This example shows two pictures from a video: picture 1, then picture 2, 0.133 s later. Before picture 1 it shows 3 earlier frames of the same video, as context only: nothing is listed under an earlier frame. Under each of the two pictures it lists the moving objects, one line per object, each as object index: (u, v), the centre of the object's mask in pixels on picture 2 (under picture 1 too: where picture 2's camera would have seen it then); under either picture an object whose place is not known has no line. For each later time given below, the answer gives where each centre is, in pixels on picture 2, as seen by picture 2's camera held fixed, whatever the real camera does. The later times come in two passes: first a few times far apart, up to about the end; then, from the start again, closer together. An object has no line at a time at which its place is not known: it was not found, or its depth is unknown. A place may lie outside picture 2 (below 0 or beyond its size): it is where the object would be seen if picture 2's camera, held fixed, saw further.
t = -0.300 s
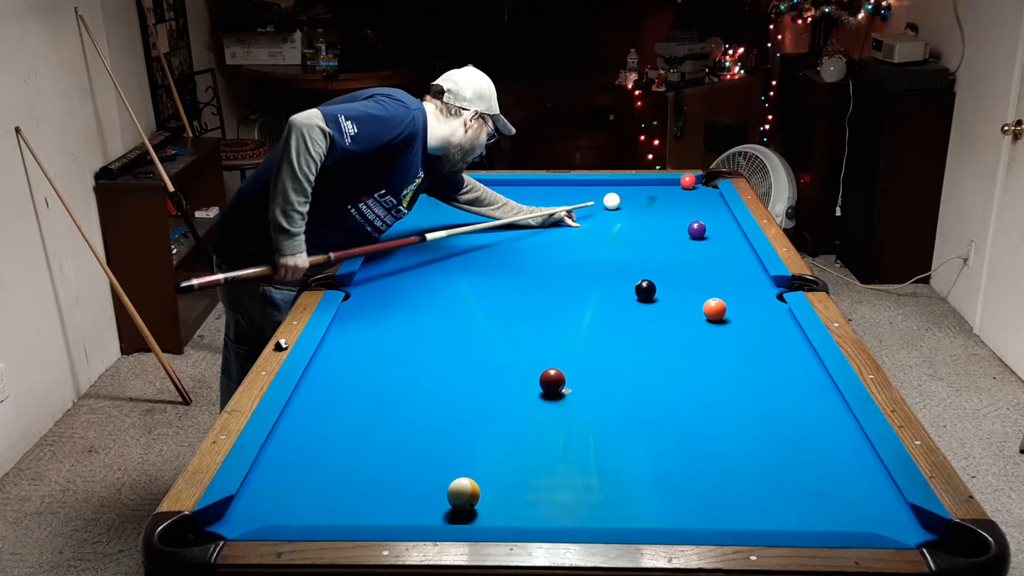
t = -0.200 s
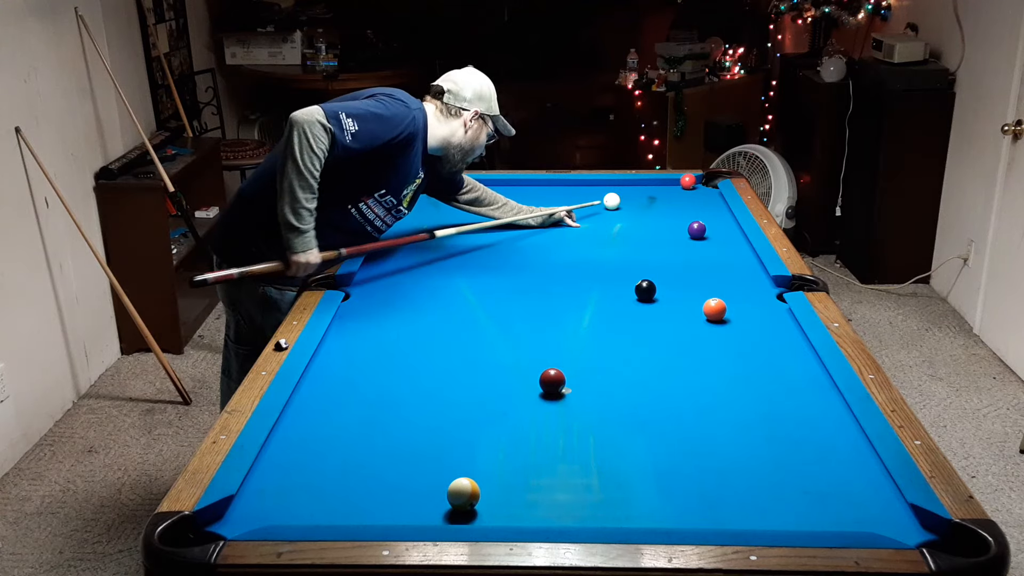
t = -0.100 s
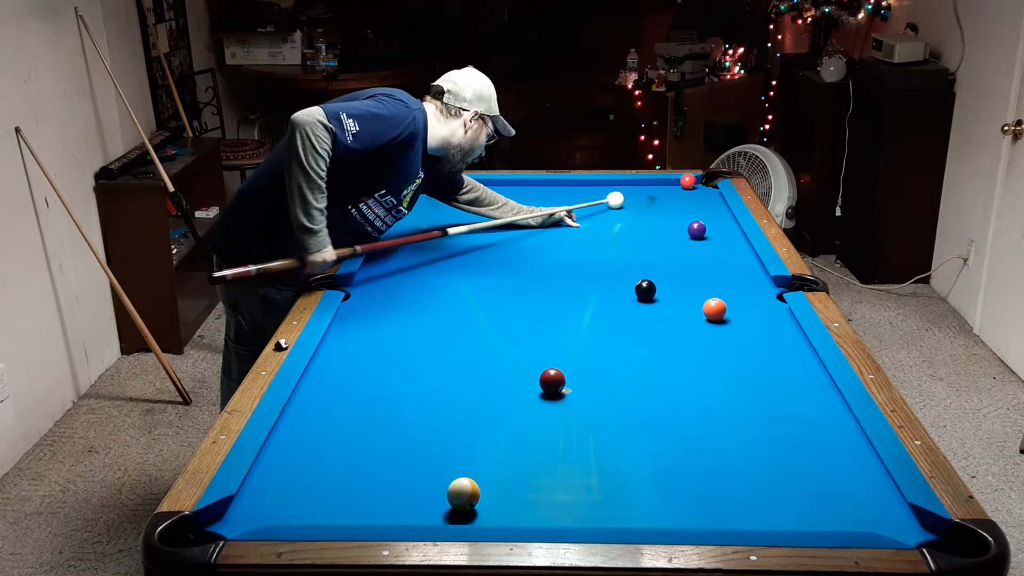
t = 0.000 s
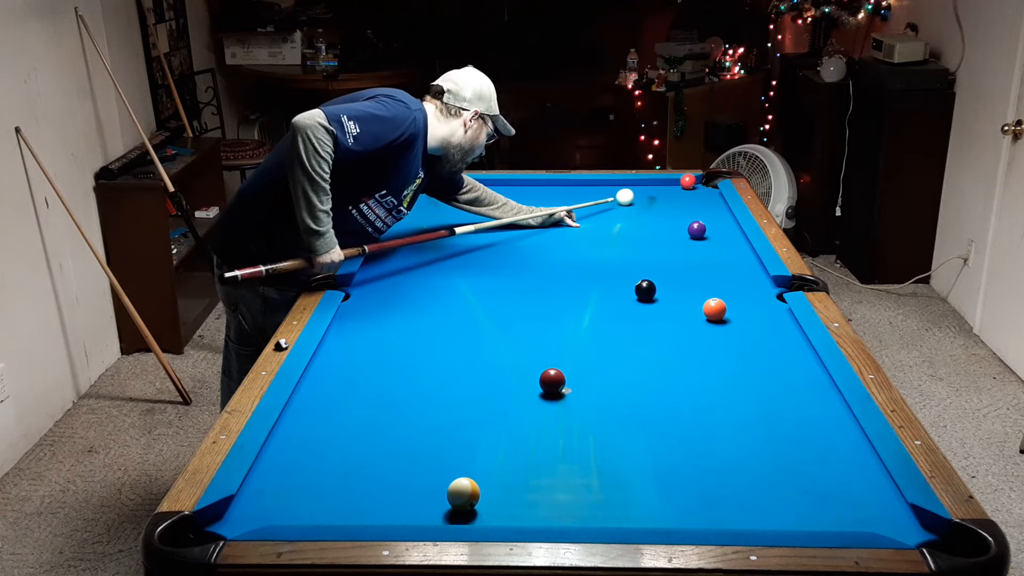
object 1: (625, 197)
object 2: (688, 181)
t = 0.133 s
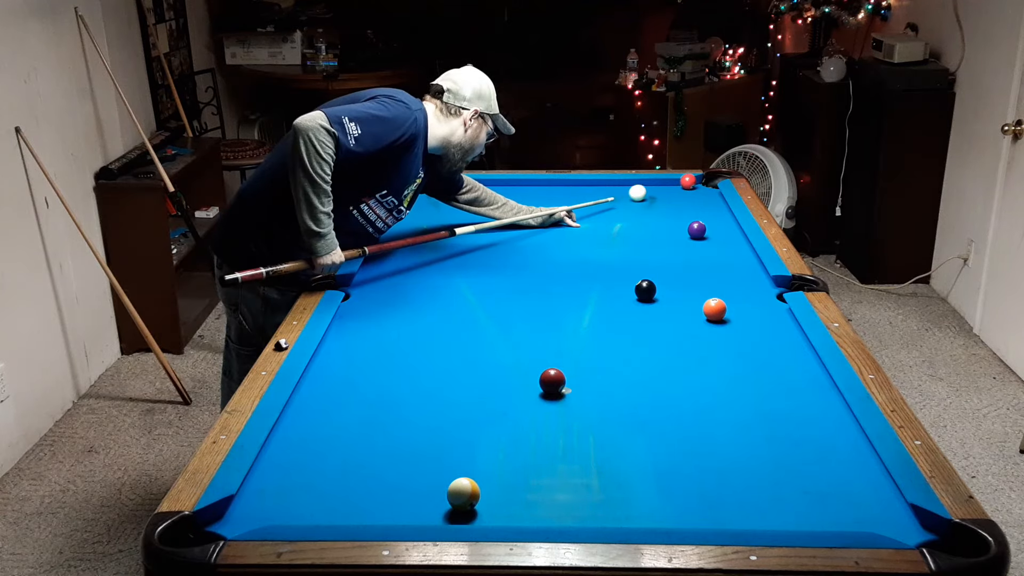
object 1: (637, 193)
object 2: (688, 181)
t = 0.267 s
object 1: (649, 189)
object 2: (688, 181)
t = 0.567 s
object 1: (672, 181)
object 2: (690, 181)
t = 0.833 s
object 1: (674, 184)
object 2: (705, 180)
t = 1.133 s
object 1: (675, 188)
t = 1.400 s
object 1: (676, 191)
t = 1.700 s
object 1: (677, 194)
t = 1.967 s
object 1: (678, 196)
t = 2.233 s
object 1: (678, 198)
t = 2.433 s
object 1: (677, 199)
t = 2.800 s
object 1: (677, 200)
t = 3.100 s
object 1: (677, 200)
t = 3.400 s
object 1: (677, 200)
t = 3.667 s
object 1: (677, 200)
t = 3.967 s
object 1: (676, 200)
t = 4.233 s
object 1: (676, 200)
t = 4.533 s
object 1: (676, 201)
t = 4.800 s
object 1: (676, 200)
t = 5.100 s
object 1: (676, 200)
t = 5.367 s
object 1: (676, 200)
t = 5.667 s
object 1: (676, 200)
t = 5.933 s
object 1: (676, 200)
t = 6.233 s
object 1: (676, 200)
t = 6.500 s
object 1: (676, 200)
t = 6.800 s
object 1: (676, 200)
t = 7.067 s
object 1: (676, 200)
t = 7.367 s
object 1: (676, 200)
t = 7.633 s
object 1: (676, 200)
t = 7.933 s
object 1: (676, 200)
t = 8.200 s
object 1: (676, 200)
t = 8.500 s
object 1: (676, 200)
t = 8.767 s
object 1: (676, 200)
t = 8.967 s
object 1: (676, 200)
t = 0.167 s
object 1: (640, 192)
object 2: (688, 181)
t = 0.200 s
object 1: (644, 191)
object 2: (688, 181)
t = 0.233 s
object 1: (646, 190)
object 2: (688, 181)
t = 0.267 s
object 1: (649, 189)
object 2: (688, 181)
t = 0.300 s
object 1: (652, 188)
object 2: (688, 181)
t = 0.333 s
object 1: (655, 187)
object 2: (688, 181)
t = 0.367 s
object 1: (658, 186)
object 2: (688, 181)
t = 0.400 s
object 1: (661, 185)
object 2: (688, 181)
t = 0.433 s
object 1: (664, 184)
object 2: (688, 181)
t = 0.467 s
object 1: (666, 184)
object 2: (688, 181)
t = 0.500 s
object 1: (669, 183)
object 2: (688, 181)
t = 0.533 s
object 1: (672, 182)
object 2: (688, 181)
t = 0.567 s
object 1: (672, 181)
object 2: (690, 181)
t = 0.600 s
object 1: (672, 181)
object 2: (692, 181)
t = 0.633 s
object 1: (672, 182)
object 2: (694, 181)
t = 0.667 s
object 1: (673, 182)
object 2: (696, 181)
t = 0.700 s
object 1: (673, 183)
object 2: (698, 181)
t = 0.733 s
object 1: (673, 183)
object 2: (700, 180)
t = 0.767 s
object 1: (673, 184)
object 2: (701, 180)
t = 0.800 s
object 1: (674, 184)
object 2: (703, 180)
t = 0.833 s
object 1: (674, 184)
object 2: (705, 180)
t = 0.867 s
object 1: (674, 185)
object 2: (707, 180)
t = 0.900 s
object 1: (674, 185)
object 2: (709, 180)
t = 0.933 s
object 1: (674, 186)
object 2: (710, 180)
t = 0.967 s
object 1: (674, 186)
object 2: (712, 180)
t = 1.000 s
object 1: (675, 187)
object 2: (713, 180)
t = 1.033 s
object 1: (675, 187)
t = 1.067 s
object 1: (675, 187)
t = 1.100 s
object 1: (675, 188)
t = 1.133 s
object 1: (675, 188)
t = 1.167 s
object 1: (675, 189)
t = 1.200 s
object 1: (675, 189)
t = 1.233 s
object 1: (675, 189)
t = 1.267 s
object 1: (676, 190)
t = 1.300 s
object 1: (676, 190)
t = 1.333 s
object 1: (676, 190)
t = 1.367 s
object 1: (676, 191)
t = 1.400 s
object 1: (676, 191)
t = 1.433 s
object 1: (676, 191)
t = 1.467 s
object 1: (676, 192)
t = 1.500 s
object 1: (676, 192)
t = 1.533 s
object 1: (677, 192)
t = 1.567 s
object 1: (677, 193)
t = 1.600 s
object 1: (677, 193)
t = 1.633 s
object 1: (677, 193)
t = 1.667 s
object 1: (677, 194)
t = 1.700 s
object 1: (677, 194)
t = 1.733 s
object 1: (677, 194)
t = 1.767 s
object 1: (677, 194)
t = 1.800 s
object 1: (677, 195)
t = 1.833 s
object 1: (677, 195)
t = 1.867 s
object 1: (678, 195)
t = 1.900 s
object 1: (678, 196)
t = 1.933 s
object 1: (678, 196)
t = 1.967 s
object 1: (678, 196)
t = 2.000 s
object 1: (678, 196)
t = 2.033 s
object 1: (678, 197)
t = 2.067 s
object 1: (678, 197)
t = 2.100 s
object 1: (678, 197)
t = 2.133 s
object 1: (678, 197)
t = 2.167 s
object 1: (678, 197)
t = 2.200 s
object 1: (678, 198)
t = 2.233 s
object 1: (678, 198)
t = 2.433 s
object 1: (677, 199)
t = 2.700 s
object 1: (677, 200)
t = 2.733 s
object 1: (677, 200)
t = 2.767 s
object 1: (677, 200)
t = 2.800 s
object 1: (677, 200)
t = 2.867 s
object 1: (677, 200)
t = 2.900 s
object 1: (677, 200)
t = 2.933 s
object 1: (677, 200)
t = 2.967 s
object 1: (677, 200)
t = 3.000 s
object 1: (677, 200)
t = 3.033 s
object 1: (677, 200)
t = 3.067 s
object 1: (677, 200)
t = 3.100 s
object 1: (677, 200)
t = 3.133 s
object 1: (677, 200)
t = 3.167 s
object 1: (677, 200)
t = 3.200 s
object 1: (677, 200)
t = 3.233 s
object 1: (677, 200)
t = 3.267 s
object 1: (677, 200)
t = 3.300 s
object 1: (677, 200)
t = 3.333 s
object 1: (677, 200)
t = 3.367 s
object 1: (677, 200)
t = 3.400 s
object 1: (677, 200)
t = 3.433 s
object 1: (677, 200)
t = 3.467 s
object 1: (677, 200)
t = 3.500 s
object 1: (677, 200)
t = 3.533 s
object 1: (677, 200)
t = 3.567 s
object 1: (677, 200)
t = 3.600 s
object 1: (677, 200)
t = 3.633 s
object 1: (677, 200)
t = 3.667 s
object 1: (677, 200)
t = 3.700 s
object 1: (677, 200)
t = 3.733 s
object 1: (677, 200)
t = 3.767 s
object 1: (677, 200)
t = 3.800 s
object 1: (677, 200)
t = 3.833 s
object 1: (677, 200)
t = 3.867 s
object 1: (677, 200)
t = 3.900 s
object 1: (677, 200)
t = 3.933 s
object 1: (677, 200)
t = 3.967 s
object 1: (676, 200)
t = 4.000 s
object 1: (676, 201)
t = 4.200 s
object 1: (676, 200)
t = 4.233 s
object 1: (676, 200)
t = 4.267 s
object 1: (677, 200)
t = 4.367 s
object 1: (677, 200)
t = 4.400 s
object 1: (676, 200)
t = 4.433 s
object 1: (676, 200)
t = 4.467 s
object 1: (676, 200)
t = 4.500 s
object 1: (676, 200)
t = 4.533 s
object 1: (676, 201)
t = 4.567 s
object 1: (676, 200)
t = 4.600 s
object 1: (676, 200)
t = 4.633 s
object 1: (676, 200)
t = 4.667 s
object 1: (676, 200)
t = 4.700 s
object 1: (676, 200)
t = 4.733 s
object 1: (676, 200)
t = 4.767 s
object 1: (676, 200)
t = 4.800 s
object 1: (676, 200)
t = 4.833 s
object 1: (676, 200)
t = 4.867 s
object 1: (676, 200)
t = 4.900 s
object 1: (676, 200)
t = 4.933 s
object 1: (676, 200)
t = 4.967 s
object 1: (676, 200)
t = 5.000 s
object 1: (676, 200)
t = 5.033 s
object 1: (676, 200)
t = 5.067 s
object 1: (676, 200)
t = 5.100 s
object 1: (676, 200)
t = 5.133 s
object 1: (676, 200)
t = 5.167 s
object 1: (676, 200)
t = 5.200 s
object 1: (676, 200)
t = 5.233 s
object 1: (676, 200)
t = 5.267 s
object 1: (676, 200)
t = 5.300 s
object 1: (676, 200)
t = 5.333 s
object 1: (676, 200)
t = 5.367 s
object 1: (676, 200)
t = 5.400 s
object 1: (676, 200)
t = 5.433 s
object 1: (676, 200)
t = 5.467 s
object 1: (676, 200)
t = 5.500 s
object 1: (676, 200)
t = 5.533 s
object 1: (676, 200)
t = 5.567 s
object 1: (676, 200)
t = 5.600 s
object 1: (676, 200)
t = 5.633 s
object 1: (676, 200)
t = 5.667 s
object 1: (676, 200)
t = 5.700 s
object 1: (676, 200)
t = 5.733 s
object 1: (676, 200)
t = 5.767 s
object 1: (676, 200)
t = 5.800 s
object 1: (676, 200)
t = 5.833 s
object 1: (676, 200)
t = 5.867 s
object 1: (676, 200)
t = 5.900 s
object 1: (676, 200)
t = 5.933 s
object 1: (676, 200)
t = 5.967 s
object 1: (676, 200)
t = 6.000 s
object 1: (676, 200)
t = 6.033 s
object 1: (676, 200)
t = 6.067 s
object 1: (676, 200)
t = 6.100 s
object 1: (676, 200)
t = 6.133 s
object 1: (676, 200)
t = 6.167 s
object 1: (676, 200)
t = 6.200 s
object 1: (676, 200)
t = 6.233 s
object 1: (676, 200)
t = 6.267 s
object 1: (676, 200)
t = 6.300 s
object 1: (676, 200)
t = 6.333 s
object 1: (676, 200)
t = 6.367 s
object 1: (676, 200)
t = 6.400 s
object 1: (676, 200)
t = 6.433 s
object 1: (676, 200)
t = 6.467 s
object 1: (676, 200)
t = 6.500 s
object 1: (676, 200)
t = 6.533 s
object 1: (676, 200)
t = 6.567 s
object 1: (676, 200)
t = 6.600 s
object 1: (676, 200)
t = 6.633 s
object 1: (676, 200)
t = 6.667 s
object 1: (676, 200)
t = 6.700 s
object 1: (676, 200)
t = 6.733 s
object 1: (676, 200)
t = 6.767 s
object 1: (676, 200)
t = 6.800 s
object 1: (676, 200)
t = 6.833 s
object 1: (676, 200)
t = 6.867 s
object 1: (676, 200)
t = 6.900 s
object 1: (676, 200)
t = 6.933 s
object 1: (676, 200)
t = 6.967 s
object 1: (676, 200)
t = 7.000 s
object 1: (676, 200)
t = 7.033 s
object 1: (676, 200)
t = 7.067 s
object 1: (676, 200)
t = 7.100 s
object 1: (676, 200)
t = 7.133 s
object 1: (676, 200)
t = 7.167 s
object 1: (676, 200)
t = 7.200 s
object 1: (676, 200)
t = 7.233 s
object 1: (676, 200)
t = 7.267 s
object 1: (676, 200)
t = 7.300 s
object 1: (676, 200)
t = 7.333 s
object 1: (676, 200)
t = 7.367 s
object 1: (676, 200)
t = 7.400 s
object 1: (676, 200)
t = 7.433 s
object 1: (676, 200)
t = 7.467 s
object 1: (676, 200)
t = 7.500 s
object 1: (676, 200)
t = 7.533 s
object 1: (676, 200)
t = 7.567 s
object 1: (676, 200)
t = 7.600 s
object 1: (676, 200)
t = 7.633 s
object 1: (676, 200)
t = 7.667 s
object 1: (676, 200)
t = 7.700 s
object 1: (676, 200)
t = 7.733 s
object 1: (676, 200)
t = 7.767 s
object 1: (676, 200)
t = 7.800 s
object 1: (676, 200)
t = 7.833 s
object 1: (676, 200)
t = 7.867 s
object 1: (676, 200)
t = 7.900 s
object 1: (676, 200)
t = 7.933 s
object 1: (676, 200)
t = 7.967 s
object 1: (676, 200)
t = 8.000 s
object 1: (676, 200)
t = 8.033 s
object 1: (676, 200)
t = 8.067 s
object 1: (676, 200)
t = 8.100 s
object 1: (676, 200)
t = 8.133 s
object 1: (676, 200)
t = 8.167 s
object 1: (676, 200)
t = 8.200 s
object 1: (676, 200)
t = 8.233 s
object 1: (676, 200)
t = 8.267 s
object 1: (676, 200)
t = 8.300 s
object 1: (676, 200)
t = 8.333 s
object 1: (676, 200)
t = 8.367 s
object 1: (676, 200)
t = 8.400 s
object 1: (676, 200)
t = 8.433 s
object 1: (676, 200)
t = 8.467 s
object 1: (676, 200)
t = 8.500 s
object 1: (676, 200)
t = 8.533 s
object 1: (676, 200)
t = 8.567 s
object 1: (676, 200)
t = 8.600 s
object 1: (676, 200)
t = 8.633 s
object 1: (676, 200)
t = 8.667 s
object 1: (676, 200)
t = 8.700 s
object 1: (676, 200)
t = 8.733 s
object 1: (676, 200)
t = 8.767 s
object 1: (676, 200)
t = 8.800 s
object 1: (676, 200)
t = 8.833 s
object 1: (676, 200)
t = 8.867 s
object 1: (676, 200)
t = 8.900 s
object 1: (676, 200)
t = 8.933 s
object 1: (676, 200)
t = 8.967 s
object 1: (676, 200)
